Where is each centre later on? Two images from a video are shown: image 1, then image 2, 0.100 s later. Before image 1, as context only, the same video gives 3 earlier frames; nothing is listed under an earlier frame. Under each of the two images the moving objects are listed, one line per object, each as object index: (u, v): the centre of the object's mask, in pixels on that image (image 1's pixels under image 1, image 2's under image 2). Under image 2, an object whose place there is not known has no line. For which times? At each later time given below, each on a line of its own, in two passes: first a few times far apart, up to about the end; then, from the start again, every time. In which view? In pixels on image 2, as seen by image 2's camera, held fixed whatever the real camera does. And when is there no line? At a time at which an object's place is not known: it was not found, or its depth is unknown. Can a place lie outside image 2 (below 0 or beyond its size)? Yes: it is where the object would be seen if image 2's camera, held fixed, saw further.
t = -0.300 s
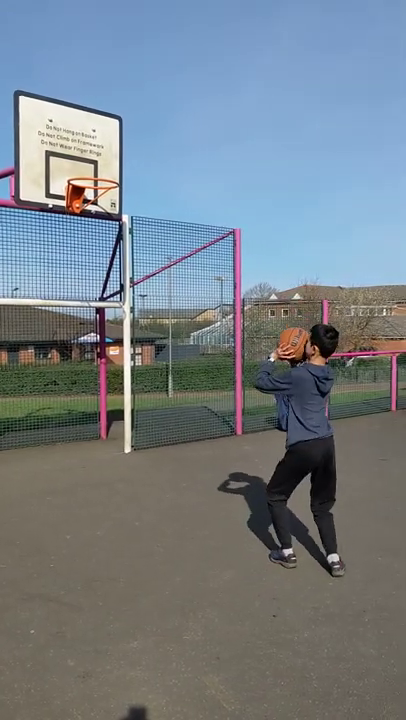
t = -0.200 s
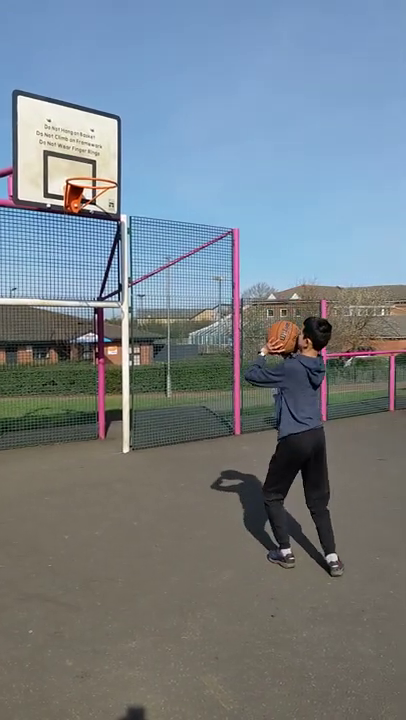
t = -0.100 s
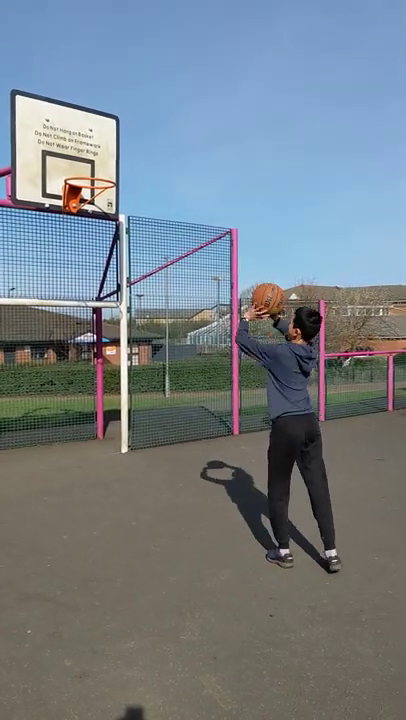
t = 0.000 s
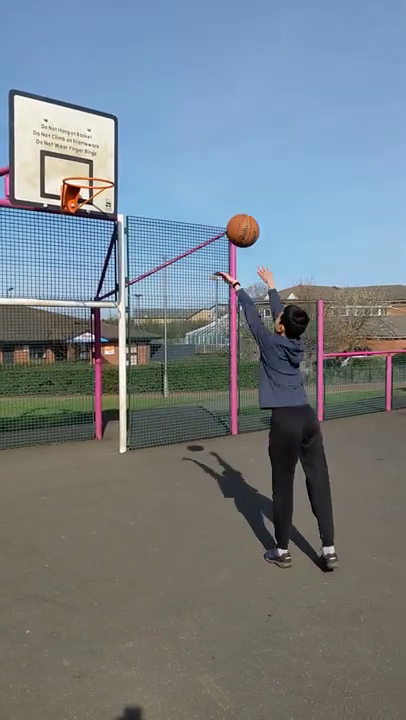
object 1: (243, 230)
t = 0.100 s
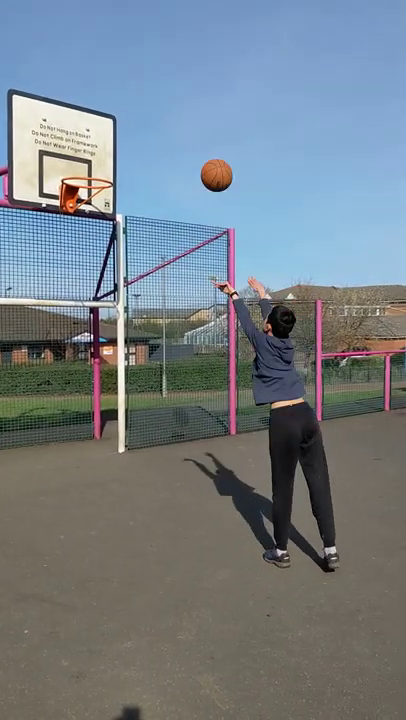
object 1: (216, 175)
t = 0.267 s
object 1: (180, 120)
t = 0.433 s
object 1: (148, 106)
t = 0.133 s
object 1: (208, 160)
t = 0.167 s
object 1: (201, 148)
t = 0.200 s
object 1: (194, 137)
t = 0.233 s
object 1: (186, 128)
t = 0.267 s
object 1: (180, 120)
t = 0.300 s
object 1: (173, 114)
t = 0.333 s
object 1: (166, 110)
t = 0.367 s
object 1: (160, 107)
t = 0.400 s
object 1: (154, 106)
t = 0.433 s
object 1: (148, 106)
